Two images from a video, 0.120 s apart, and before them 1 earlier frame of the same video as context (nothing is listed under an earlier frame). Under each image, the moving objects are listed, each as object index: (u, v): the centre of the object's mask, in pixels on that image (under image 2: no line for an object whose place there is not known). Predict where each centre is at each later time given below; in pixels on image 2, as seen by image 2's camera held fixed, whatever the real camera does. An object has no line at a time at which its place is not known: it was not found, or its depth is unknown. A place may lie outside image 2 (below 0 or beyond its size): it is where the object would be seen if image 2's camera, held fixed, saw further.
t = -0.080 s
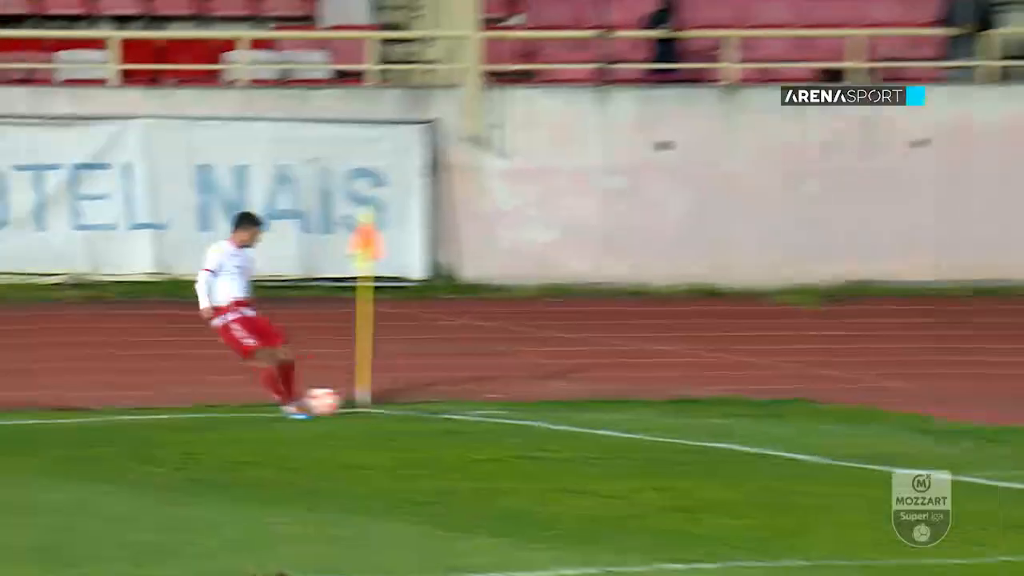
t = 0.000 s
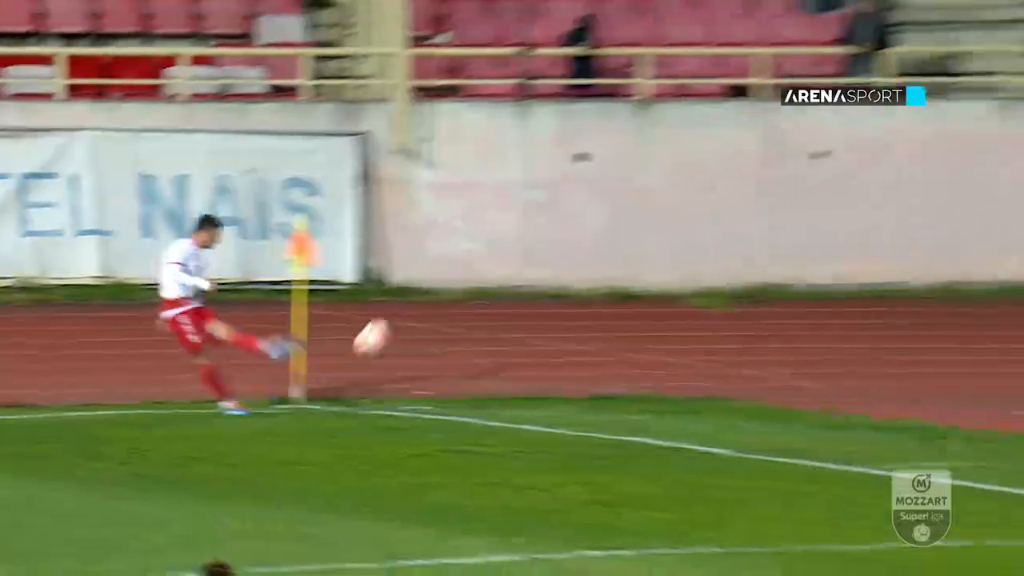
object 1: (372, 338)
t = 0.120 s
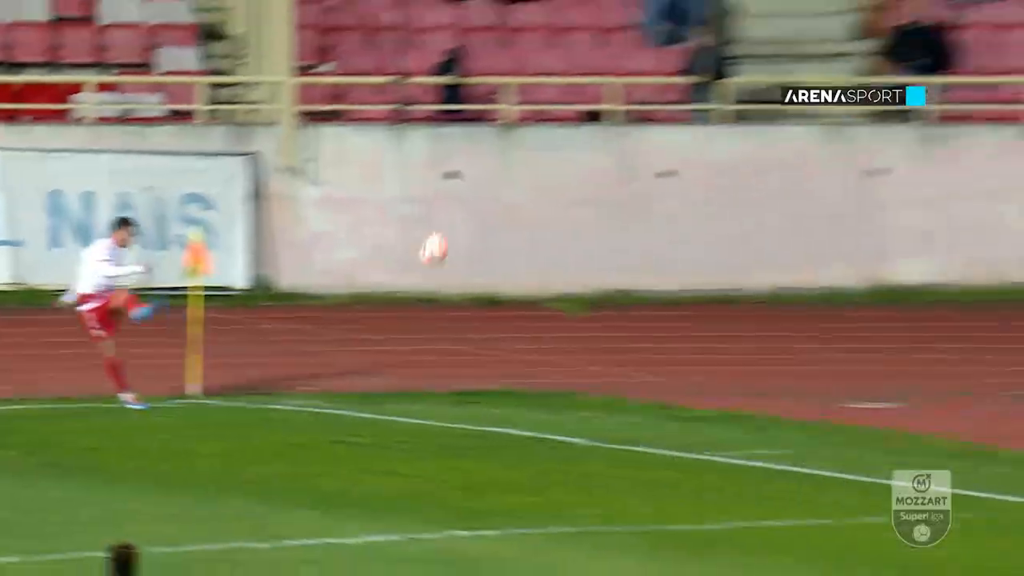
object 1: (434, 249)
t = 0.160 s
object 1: (488, 223)
